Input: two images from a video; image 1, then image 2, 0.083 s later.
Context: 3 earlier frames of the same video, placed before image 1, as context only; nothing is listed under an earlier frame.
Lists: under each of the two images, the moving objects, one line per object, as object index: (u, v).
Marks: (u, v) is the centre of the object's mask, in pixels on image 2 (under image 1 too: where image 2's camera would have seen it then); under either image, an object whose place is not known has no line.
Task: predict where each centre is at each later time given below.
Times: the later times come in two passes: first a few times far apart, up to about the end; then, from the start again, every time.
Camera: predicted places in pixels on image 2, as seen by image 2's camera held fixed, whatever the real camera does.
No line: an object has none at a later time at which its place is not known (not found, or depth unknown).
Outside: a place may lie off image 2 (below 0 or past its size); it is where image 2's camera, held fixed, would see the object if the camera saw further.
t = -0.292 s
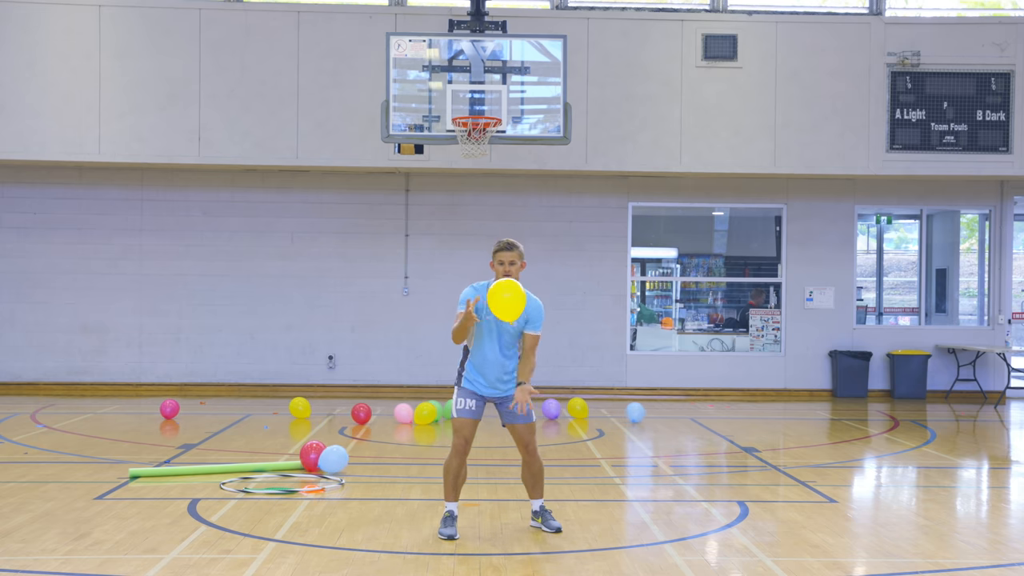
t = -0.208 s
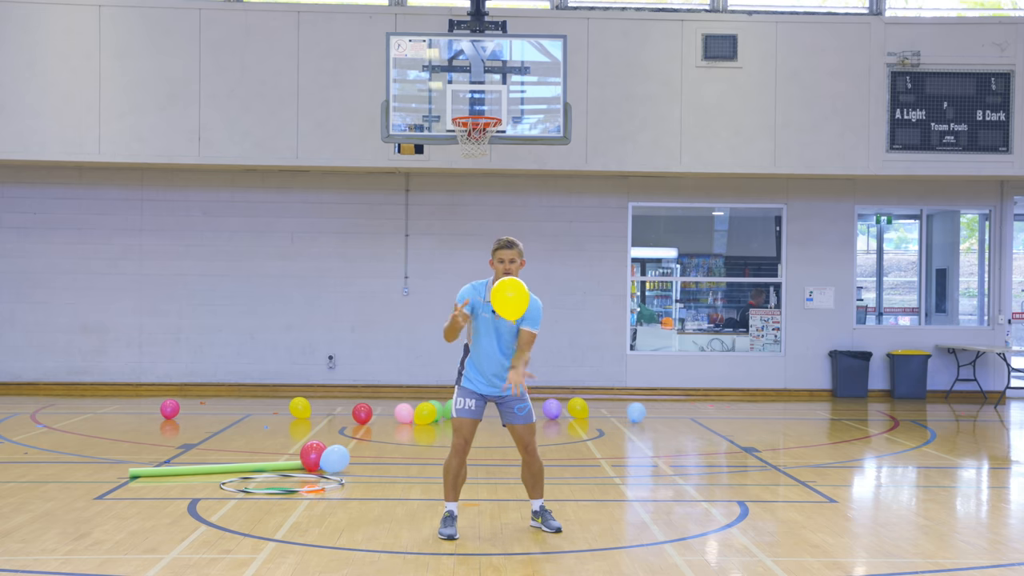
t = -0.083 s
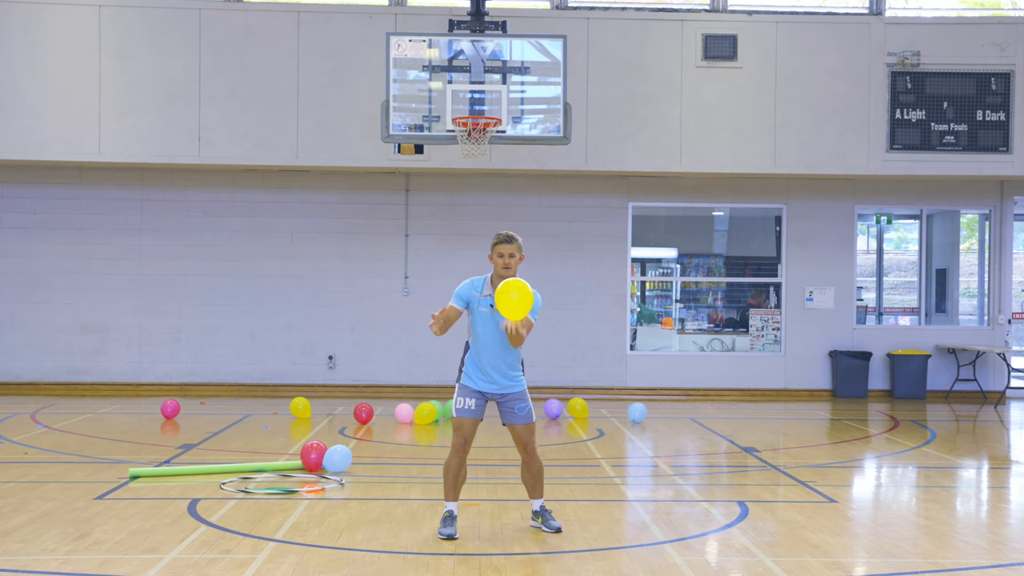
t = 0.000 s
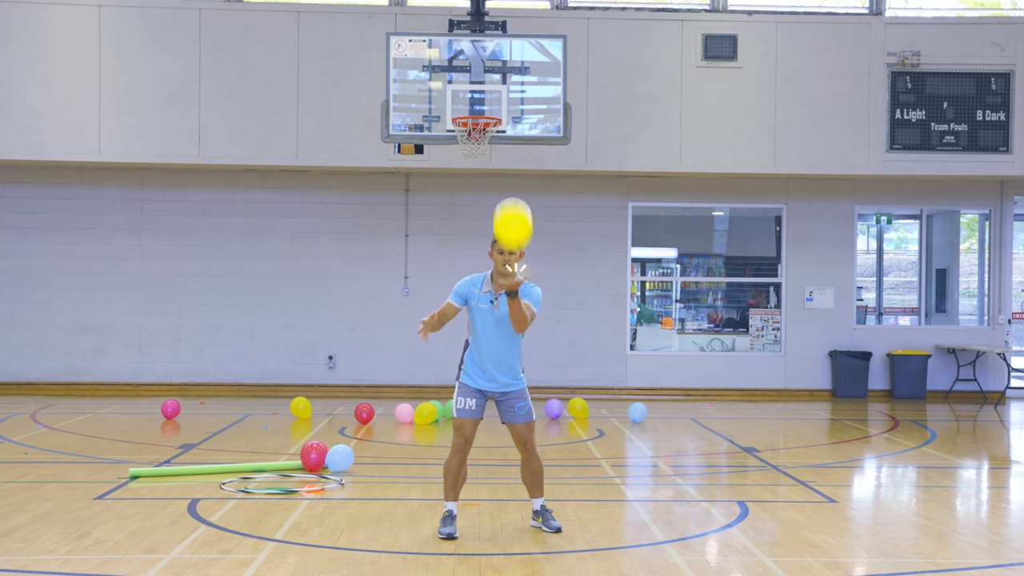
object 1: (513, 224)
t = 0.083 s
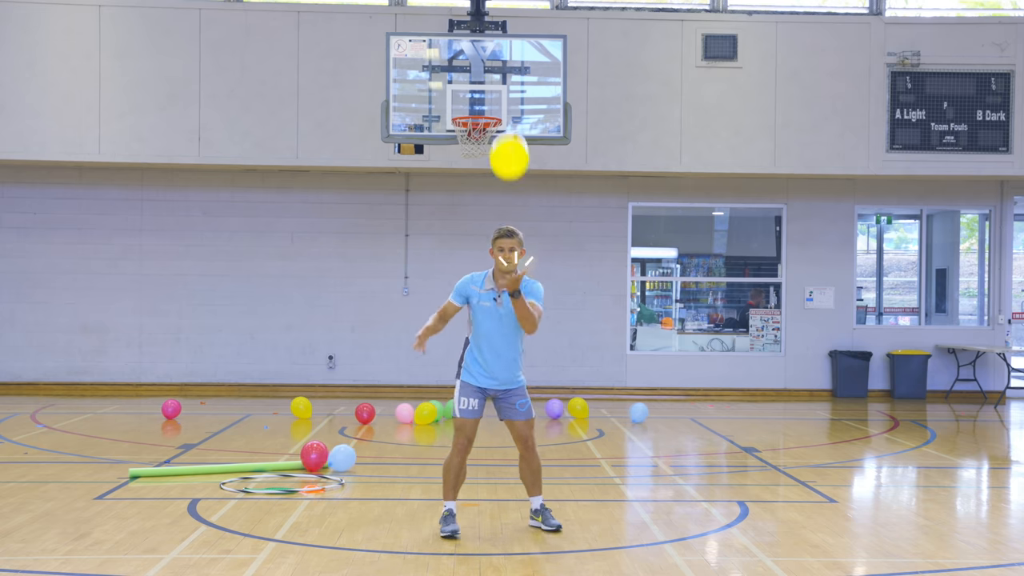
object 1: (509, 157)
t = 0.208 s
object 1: (502, 92)
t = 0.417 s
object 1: (489, 58)
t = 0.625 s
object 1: (484, 52)
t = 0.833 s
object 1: (479, 57)
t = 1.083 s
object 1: (475, 75)
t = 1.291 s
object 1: (470, 101)
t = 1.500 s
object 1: (466, 137)
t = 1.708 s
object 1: (459, 177)
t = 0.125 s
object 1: (508, 130)
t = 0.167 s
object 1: (505, 109)
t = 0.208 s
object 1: (502, 92)
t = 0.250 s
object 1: (499, 79)
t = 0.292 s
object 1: (496, 70)
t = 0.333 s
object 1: (493, 65)
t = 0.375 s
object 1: (491, 61)
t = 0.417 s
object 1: (489, 58)
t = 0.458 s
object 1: (488, 56)
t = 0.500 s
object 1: (487, 55)
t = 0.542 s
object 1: (486, 54)
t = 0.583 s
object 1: (485, 53)
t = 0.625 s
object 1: (484, 52)
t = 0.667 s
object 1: (483, 53)
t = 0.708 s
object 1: (482, 53)
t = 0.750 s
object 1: (481, 54)
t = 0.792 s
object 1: (480, 56)
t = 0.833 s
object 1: (479, 57)
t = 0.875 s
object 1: (479, 60)
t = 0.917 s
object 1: (478, 62)
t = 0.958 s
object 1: (477, 65)
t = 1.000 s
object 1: (476, 68)
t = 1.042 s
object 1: (476, 71)
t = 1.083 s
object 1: (475, 75)
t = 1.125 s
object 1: (474, 79)
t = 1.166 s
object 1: (473, 84)
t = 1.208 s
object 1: (472, 89)
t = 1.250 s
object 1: (471, 95)
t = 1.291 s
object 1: (470, 101)
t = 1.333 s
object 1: (469, 108)
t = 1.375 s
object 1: (469, 115)
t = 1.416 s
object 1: (468, 122)
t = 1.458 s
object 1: (467, 130)
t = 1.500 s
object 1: (466, 137)
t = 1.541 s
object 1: (465, 145)
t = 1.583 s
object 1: (464, 153)
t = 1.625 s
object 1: (462, 161)
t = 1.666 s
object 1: (461, 169)
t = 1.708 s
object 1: (459, 177)
